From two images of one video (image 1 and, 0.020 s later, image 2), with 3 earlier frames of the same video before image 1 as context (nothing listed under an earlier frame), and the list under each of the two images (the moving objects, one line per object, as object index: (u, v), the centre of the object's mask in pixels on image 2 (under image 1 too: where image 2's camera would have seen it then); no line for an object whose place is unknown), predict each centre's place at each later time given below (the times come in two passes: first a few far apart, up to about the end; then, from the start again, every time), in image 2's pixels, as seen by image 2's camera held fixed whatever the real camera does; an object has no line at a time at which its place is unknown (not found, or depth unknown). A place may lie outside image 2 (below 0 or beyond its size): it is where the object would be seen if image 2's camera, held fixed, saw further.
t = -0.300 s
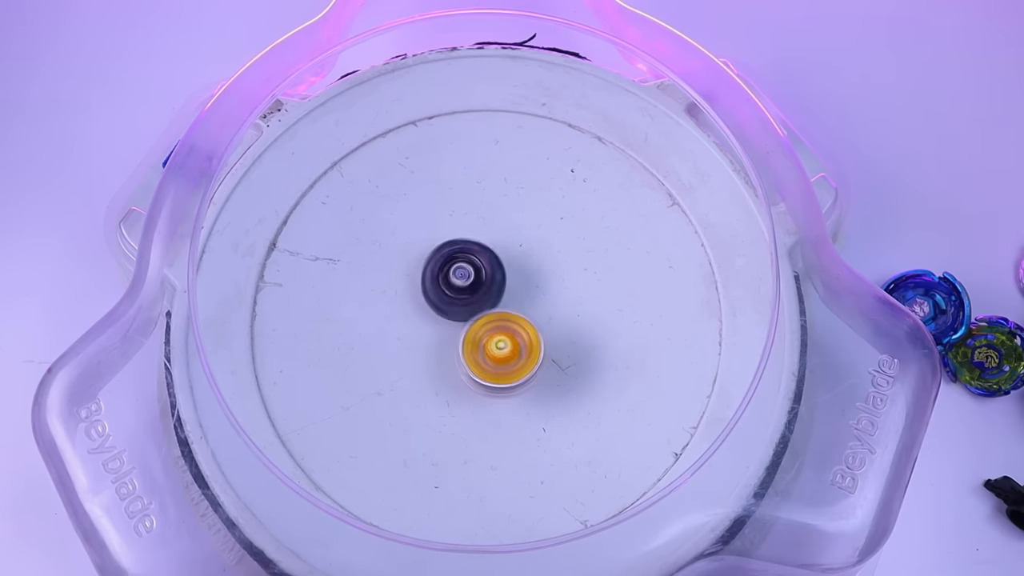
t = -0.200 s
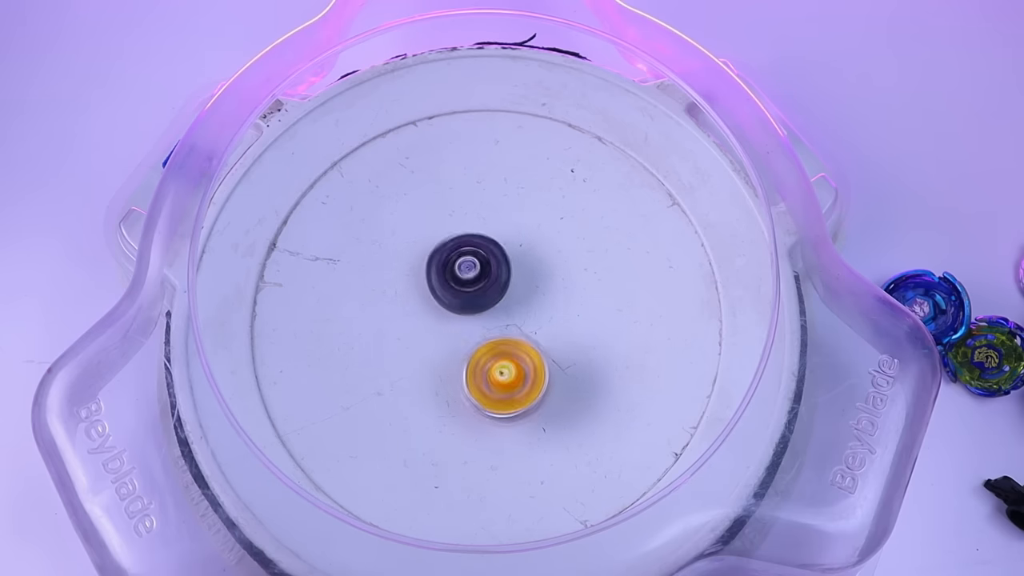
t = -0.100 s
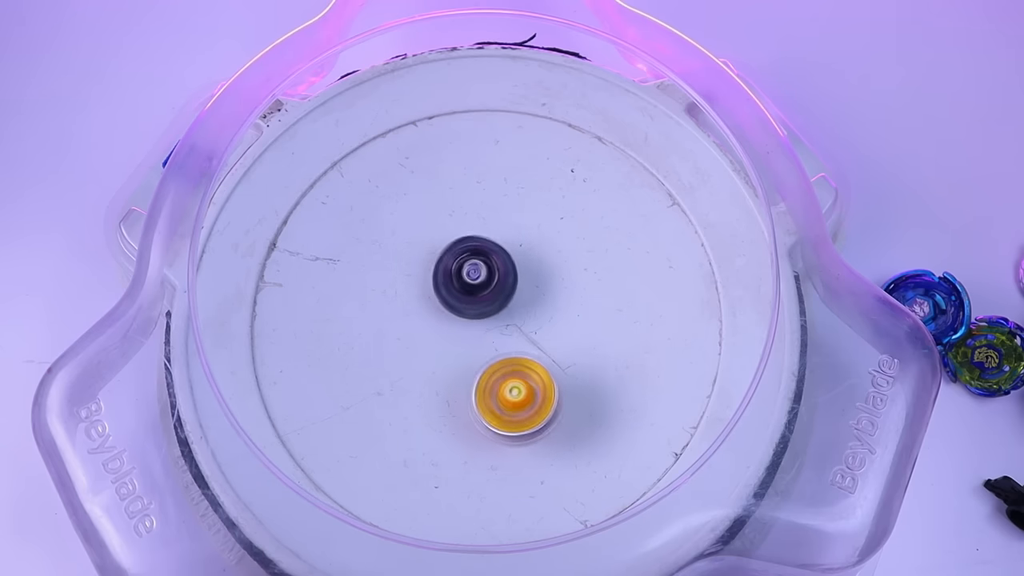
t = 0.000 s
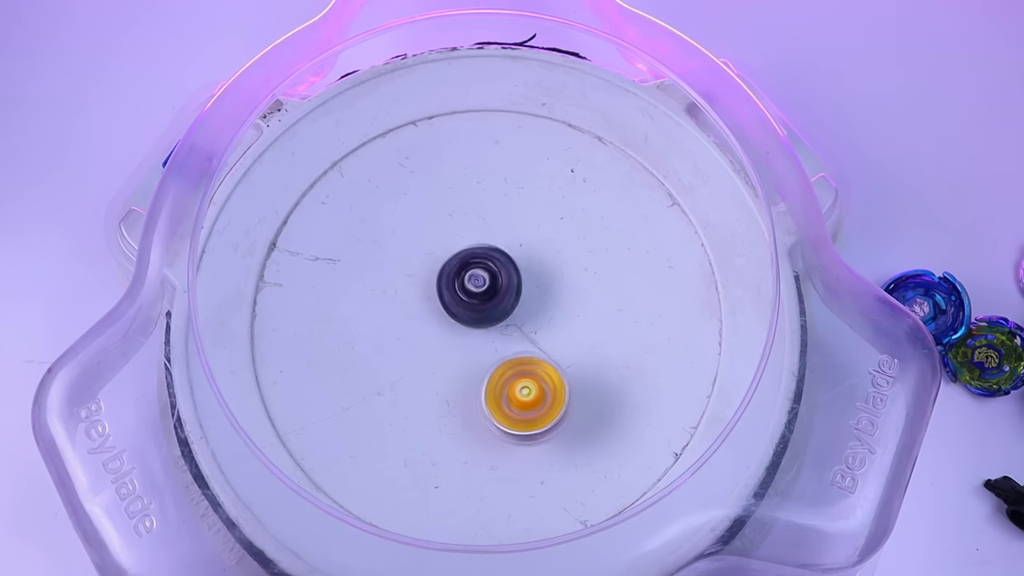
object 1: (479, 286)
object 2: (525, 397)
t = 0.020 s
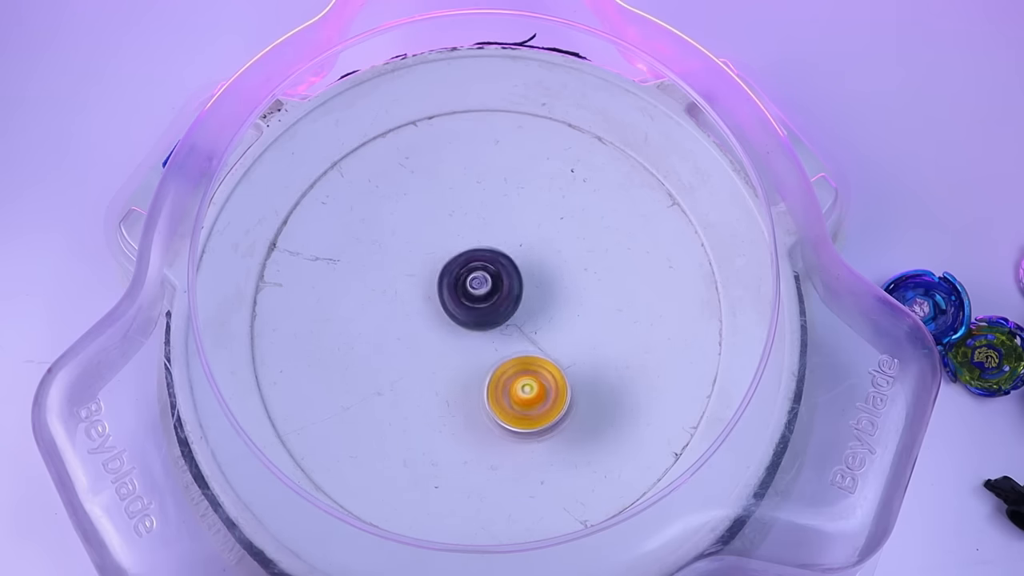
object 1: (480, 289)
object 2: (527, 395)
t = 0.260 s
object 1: (483, 308)
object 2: (539, 372)
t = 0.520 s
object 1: (458, 284)
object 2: (575, 388)
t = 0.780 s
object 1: (448, 273)
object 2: (562, 348)
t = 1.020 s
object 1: (454, 281)
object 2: (529, 313)
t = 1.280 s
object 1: (428, 252)
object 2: (561, 346)
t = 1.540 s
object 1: (424, 273)
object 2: (550, 326)
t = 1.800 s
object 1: (410, 286)
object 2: (515, 308)
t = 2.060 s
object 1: (406, 292)
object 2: (486, 303)
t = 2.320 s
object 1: (394, 281)
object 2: (572, 326)
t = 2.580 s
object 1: (422, 303)
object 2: (594, 316)
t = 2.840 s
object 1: (492, 376)
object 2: (563, 313)
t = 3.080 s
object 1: (476, 481)
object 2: (570, 226)
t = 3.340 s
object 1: (469, 448)
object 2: (535, 186)
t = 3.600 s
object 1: (454, 290)
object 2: (492, 191)
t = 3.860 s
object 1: (404, 179)
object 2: (521, 229)
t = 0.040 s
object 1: (481, 290)
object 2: (529, 393)
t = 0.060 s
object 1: (482, 292)
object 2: (529, 390)
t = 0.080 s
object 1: (482, 295)
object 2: (532, 388)
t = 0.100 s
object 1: (483, 296)
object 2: (533, 384)
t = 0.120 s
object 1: (483, 299)
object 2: (534, 382)
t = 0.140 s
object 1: (484, 301)
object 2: (536, 379)
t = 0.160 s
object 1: (484, 303)
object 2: (537, 376)
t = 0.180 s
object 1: (485, 305)
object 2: (538, 374)
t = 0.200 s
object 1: (484, 307)
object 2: (538, 370)
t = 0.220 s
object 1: (484, 308)
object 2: (537, 369)
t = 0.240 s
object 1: (484, 308)
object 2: (540, 371)
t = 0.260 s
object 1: (483, 308)
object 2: (539, 372)
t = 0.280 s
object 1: (484, 310)
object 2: (540, 372)
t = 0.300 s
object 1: (483, 313)
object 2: (539, 371)
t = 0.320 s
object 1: (481, 314)
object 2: (539, 370)
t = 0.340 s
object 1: (479, 310)
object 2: (544, 376)
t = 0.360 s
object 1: (473, 300)
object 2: (552, 385)
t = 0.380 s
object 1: (468, 294)
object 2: (559, 392)
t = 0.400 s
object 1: (466, 288)
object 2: (564, 395)
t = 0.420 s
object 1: (464, 285)
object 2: (567, 397)
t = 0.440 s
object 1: (463, 284)
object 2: (570, 395)
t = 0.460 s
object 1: (463, 284)
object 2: (572, 395)
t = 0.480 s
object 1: (461, 284)
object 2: (574, 393)
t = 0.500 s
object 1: (459, 284)
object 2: (575, 391)
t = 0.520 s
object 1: (458, 284)
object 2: (575, 388)
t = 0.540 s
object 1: (456, 283)
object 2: (576, 385)
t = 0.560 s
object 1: (454, 282)
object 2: (576, 383)
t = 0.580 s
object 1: (454, 281)
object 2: (577, 380)
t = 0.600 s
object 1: (453, 281)
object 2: (576, 377)
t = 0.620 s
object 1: (451, 279)
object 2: (576, 376)
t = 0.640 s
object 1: (451, 279)
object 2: (576, 373)
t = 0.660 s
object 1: (450, 278)
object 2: (575, 370)
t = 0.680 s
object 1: (449, 277)
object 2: (573, 366)
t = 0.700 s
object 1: (448, 276)
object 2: (571, 363)
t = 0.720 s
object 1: (448, 275)
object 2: (570, 359)
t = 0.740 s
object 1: (448, 274)
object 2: (568, 355)
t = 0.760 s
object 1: (448, 273)
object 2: (565, 352)
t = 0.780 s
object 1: (448, 273)
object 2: (562, 348)
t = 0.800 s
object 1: (448, 273)
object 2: (560, 345)
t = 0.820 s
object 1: (449, 273)
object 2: (559, 342)
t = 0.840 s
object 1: (449, 274)
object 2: (557, 340)
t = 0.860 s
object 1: (449, 274)
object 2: (554, 337)
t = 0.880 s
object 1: (450, 274)
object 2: (551, 333)
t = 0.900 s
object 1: (451, 275)
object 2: (549, 331)
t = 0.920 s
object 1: (452, 276)
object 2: (546, 328)
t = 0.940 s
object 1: (453, 277)
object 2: (543, 325)
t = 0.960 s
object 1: (454, 278)
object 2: (539, 322)
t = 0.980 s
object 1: (455, 280)
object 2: (535, 319)
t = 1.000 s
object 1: (455, 281)
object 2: (532, 316)
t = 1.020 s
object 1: (454, 281)
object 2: (529, 313)
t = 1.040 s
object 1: (451, 271)
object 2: (537, 318)
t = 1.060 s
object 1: (447, 264)
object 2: (544, 328)
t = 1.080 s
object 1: (444, 258)
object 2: (549, 337)
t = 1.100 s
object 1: (440, 253)
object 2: (552, 345)
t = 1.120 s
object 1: (434, 245)
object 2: (553, 349)
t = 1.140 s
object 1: (431, 242)
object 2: (553, 354)
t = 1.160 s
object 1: (428, 241)
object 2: (553, 354)
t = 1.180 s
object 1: (427, 241)
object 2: (554, 355)
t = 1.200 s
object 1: (427, 244)
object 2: (555, 352)
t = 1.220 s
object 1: (427, 244)
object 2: (556, 352)
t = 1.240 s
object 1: (428, 247)
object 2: (558, 349)
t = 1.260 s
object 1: (428, 249)
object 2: (560, 347)
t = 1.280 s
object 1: (428, 252)
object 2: (561, 346)
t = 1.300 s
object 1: (429, 254)
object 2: (561, 346)
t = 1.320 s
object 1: (429, 256)
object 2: (560, 345)
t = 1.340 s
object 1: (429, 258)
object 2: (561, 343)
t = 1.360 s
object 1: (429, 259)
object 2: (559, 341)
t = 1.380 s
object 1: (429, 261)
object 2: (560, 340)
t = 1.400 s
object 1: (429, 263)
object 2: (559, 339)
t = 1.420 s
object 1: (428, 264)
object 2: (559, 337)
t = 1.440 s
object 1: (428, 265)
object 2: (557, 336)
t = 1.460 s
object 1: (427, 267)
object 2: (556, 334)
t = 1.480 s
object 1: (427, 268)
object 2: (556, 332)
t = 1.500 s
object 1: (426, 270)
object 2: (554, 330)
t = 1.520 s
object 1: (425, 271)
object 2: (551, 328)
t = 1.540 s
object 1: (424, 273)
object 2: (550, 326)
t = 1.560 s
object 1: (423, 274)
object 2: (547, 325)
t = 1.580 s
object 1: (422, 275)
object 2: (545, 322)
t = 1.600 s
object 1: (422, 276)
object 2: (542, 321)
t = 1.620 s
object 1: (421, 277)
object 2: (540, 319)
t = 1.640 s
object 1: (419, 279)
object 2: (537, 317)
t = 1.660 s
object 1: (418, 280)
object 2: (534, 314)
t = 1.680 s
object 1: (417, 281)
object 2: (531, 314)
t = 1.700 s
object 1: (416, 282)
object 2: (528, 313)
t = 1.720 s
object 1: (415, 283)
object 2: (525, 311)
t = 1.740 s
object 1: (414, 284)
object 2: (522, 310)
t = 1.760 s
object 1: (413, 285)
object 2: (520, 310)
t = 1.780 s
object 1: (412, 286)
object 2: (518, 310)
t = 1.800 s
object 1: (410, 286)
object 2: (515, 308)
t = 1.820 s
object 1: (409, 287)
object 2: (512, 309)
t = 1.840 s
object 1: (408, 288)
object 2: (509, 307)
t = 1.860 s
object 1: (407, 288)
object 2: (507, 307)
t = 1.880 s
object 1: (406, 289)
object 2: (504, 306)
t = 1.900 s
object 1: (405, 289)
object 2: (502, 306)
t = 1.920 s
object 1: (404, 290)
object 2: (499, 306)
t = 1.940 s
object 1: (404, 290)
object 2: (497, 306)
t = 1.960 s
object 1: (404, 291)
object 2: (494, 305)
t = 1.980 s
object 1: (404, 291)
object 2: (493, 305)
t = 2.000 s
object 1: (404, 291)
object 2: (491, 305)
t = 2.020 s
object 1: (405, 291)
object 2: (488, 303)
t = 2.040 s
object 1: (405, 292)
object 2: (487, 303)
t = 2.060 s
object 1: (406, 292)
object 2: (486, 303)
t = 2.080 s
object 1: (400, 289)
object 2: (499, 309)
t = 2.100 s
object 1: (392, 286)
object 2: (514, 316)
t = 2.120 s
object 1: (388, 283)
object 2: (526, 323)
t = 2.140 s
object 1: (386, 283)
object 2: (535, 329)
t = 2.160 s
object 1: (387, 282)
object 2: (544, 332)
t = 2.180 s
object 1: (387, 282)
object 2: (547, 335)
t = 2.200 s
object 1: (388, 282)
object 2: (551, 334)
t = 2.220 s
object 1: (389, 282)
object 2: (556, 333)
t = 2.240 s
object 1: (389, 282)
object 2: (556, 332)
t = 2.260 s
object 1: (389, 281)
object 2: (561, 330)
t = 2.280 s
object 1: (390, 281)
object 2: (566, 329)
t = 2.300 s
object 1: (392, 280)
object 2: (568, 326)
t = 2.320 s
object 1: (394, 281)
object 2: (572, 326)
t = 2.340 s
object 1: (395, 282)
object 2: (574, 326)
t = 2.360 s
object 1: (396, 283)
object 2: (577, 323)
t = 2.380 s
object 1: (396, 284)
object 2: (580, 323)
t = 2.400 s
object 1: (397, 285)
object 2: (583, 321)
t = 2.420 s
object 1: (398, 285)
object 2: (586, 320)
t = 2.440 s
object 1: (400, 286)
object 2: (587, 320)
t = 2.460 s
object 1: (402, 287)
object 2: (590, 319)
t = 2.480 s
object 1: (404, 289)
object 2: (592, 319)
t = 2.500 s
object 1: (407, 291)
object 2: (592, 318)
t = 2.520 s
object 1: (410, 294)
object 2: (593, 318)
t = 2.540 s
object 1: (414, 296)
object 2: (594, 317)
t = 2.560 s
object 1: (418, 300)
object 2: (593, 317)
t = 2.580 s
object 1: (422, 303)
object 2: (594, 316)
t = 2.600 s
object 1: (427, 308)
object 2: (593, 316)
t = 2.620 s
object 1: (432, 312)
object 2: (592, 314)
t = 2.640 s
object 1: (438, 317)
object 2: (592, 315)
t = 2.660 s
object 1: (443, 323)
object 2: (590, 314)
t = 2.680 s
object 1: (448, 328)
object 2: (589, 314)
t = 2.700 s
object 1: (453, 335)
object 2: (587, 314)
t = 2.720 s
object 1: (459, 340)
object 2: (585, 312)
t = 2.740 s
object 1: (464, 347)
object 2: (581, 314)
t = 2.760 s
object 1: (469, 352)
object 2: (578, 313)
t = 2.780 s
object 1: (475, 359)
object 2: (574, 313)
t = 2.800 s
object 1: (480, 364)
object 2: (571, 313)
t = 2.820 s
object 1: (486, 370)
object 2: (567, 312)
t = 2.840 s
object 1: (492, 376)
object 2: (563, 313)
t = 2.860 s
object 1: (497, 380)
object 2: (560, 311)
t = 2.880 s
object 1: (502, 386)
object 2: (554, 311)
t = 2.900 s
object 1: (502, 394)
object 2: (556, 304)
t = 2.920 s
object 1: (495, 410)
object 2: (563, 289)
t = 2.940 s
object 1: (489, 422)
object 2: (568, 274)
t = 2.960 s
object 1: (484, 433)
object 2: (573, 263)
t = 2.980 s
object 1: (480, 444)
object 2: (577, 251)
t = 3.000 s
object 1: (479, 454)
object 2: (578, 242)
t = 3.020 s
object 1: (479, 462)
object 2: (576, 238)
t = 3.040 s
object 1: (477, 471)
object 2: (575, 234)
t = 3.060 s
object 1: (476, 477)
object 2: (573, 232)
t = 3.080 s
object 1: (476, 481)
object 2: (570, 226)
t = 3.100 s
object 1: (474, 485)
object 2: (567, 223)
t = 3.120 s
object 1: (473, 487)
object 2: (564, 220)
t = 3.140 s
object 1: (472, 487)
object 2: (563, 215)
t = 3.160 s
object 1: (471, 485)
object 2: (560, 212)
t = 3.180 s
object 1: (472, 483)
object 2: (557, 209)
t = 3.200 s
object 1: (472, 481)
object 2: (555, 205)
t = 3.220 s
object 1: (472, 479)
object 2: (553, 202)
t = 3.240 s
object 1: (472, 477)
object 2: (550, 199)
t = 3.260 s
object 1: (471, 475)
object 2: (548, 196)
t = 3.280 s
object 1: (471, 470)
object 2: (544, 192)
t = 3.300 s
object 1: (470, 464)
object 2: (541, 191)
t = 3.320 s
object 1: (470, 458)
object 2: (539, 188)
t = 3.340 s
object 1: (469, 448)
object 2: (535, 186)
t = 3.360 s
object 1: (468, 439)
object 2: (533, 184)
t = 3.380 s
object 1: (466, 428)
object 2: (529, 182)
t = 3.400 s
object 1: (465, 416)
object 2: (525, 182)
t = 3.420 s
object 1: (464, 403)
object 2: (522, 180)
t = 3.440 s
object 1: (463, 390)
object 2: (519, 180)
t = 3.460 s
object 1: (461, 377)
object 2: (516, 180)
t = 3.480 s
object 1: (460, 365)
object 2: (512, 180)
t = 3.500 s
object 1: (459, 353)
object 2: (509, 180)
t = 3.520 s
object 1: (457, 342)
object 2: (505, 182)
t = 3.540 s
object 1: (456, 329)
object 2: (502, 183)
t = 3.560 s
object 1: (455, 316)
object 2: (499, 185)
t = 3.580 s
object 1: (454, 303)
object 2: (495, 188)
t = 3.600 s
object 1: (454, 290)
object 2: (492, 191)
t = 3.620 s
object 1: (454, 279)
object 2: (488, 194)
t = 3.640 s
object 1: (452, 270)
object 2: (488, 196)
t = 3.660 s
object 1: (445, 267)
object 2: (492, 189)
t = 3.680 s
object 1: (440, 262)
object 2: (494, 189)
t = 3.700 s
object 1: (436, 257)
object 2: (496, 189)
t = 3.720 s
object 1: (433, 251)
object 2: (494, 190)
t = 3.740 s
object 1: (432, 246)
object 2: (494, 194)
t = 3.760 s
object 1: (430, 239)
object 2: (493, 195)
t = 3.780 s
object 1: (426, 235)
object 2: (491, 196)
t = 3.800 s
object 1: (422, 226)
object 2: (492, 201)
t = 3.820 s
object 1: (417, 210)
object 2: (503, 209)
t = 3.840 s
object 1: (410, 193)
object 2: (513, 221)
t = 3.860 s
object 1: (404, 179)
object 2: (521, 229)
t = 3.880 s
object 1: (399, 169)
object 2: (527, 240)
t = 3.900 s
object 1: (397, 161)
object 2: (531, 254)
